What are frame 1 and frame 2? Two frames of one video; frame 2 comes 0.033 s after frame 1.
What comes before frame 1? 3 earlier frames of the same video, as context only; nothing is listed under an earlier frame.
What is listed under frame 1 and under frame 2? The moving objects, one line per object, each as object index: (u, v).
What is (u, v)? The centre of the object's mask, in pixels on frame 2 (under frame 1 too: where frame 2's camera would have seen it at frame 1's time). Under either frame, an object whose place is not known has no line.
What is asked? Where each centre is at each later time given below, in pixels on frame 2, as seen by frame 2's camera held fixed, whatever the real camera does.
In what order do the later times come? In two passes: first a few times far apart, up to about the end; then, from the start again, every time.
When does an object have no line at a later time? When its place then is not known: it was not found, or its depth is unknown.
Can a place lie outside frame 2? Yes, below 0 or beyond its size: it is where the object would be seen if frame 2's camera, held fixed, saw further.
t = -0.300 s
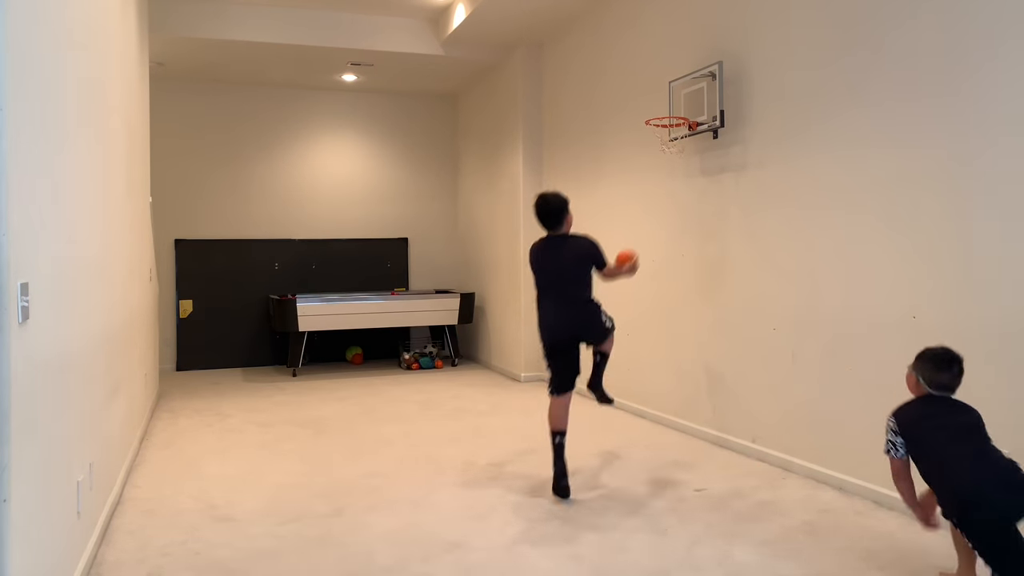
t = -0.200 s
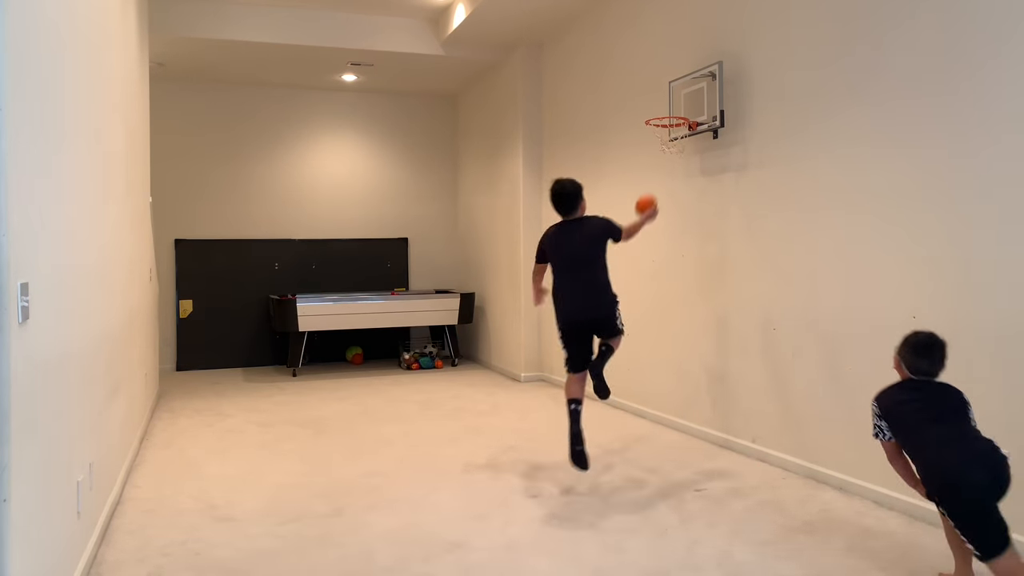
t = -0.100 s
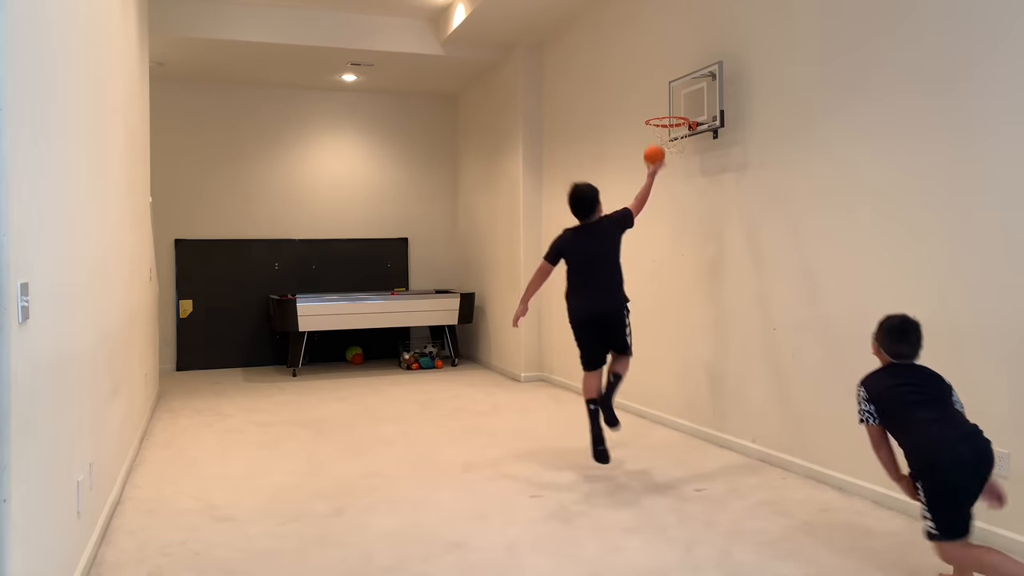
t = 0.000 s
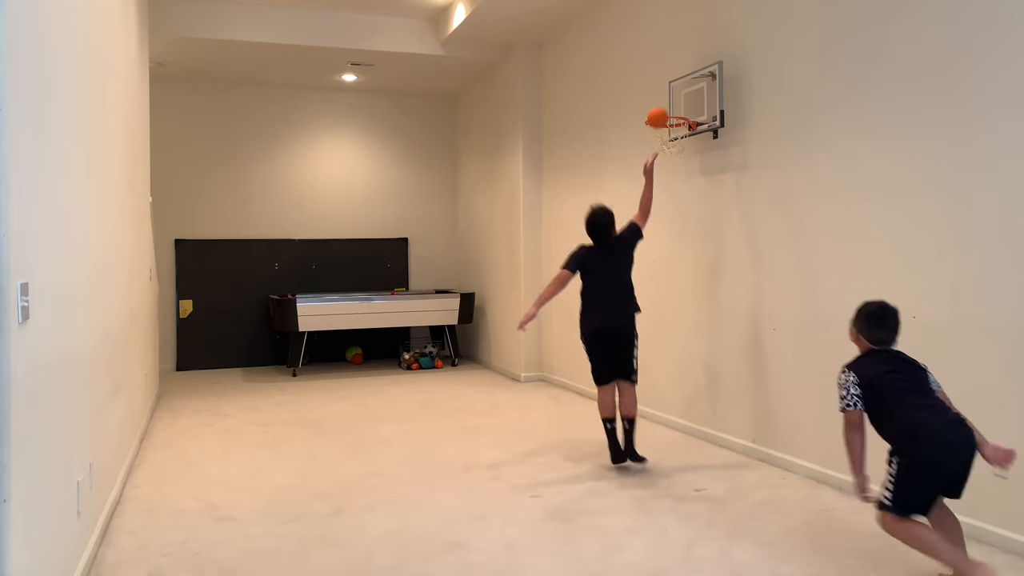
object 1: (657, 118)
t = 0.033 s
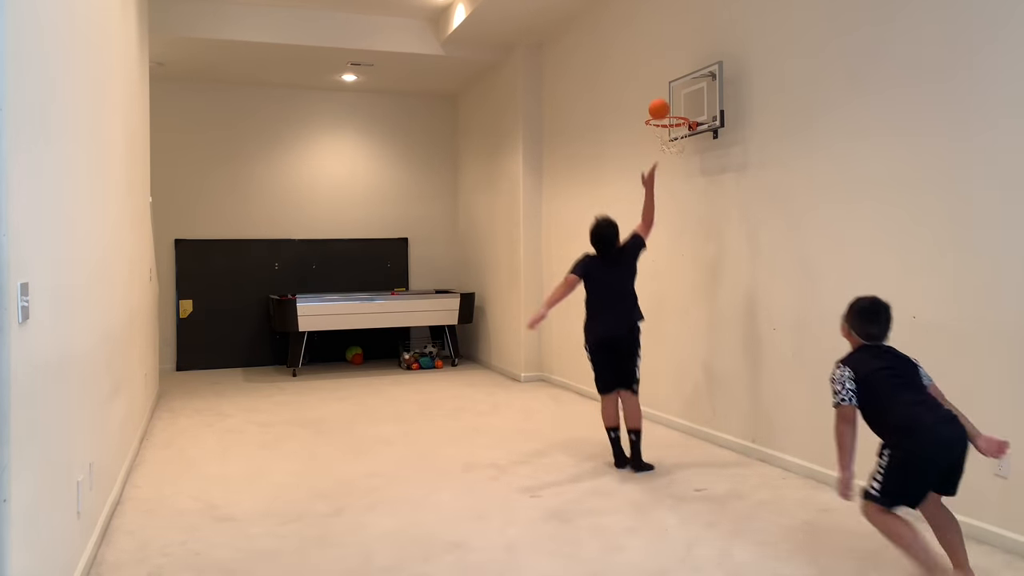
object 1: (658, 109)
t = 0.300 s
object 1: (667, 103)
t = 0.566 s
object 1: (673, 157)
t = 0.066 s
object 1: (659, 102)
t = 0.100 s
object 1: (660, 97)
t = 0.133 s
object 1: (662, 94)
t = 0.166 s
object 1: (663, 93)
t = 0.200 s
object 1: (664, 93)
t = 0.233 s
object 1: (665, 95)
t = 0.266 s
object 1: (666, 98)
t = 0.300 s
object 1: (667, 103)
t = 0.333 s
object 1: (668, 109)
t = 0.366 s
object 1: (669, 117)
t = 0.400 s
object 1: (671, 128)
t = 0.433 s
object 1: (671, 141)
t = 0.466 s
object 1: (672, 148)
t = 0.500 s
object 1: (672, 150)
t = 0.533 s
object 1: (673, 152)
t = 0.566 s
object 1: (673, 157)
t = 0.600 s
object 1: (673, 162)
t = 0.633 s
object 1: (673, 170)
